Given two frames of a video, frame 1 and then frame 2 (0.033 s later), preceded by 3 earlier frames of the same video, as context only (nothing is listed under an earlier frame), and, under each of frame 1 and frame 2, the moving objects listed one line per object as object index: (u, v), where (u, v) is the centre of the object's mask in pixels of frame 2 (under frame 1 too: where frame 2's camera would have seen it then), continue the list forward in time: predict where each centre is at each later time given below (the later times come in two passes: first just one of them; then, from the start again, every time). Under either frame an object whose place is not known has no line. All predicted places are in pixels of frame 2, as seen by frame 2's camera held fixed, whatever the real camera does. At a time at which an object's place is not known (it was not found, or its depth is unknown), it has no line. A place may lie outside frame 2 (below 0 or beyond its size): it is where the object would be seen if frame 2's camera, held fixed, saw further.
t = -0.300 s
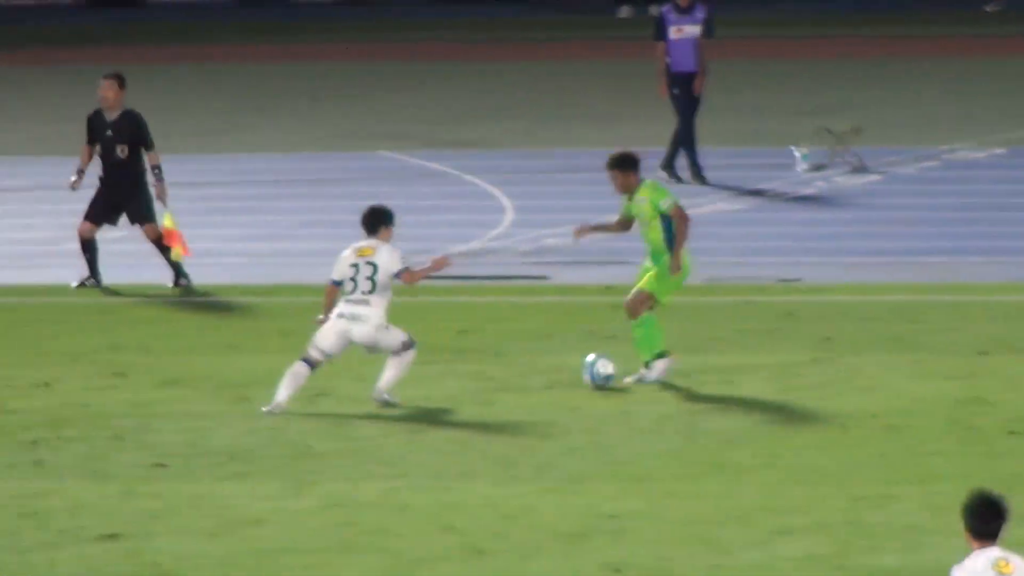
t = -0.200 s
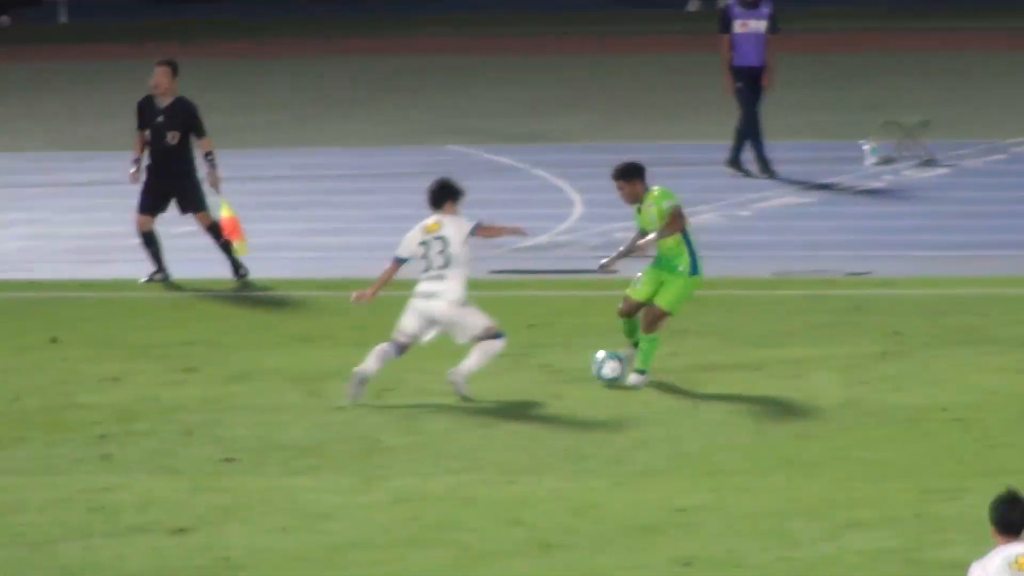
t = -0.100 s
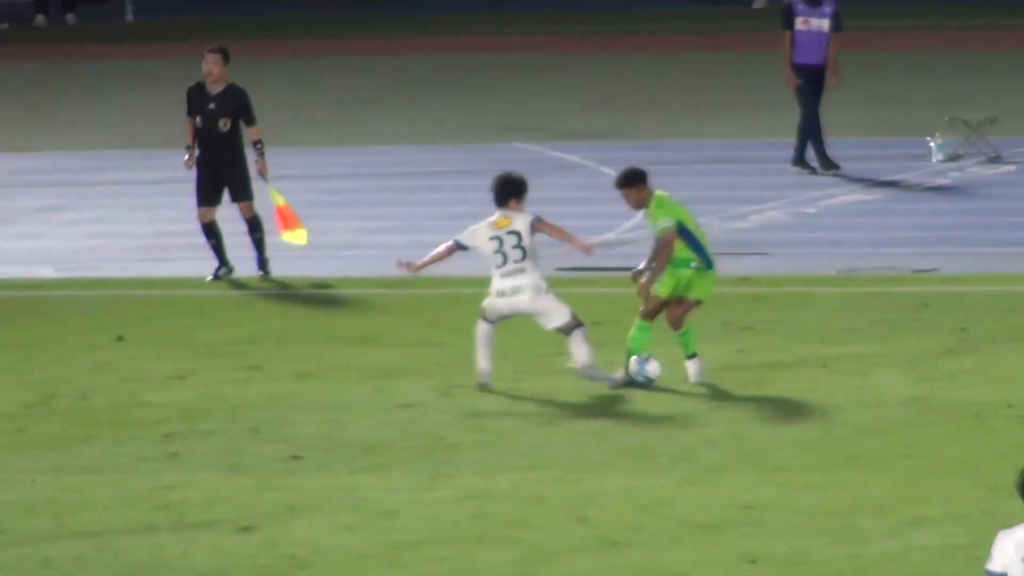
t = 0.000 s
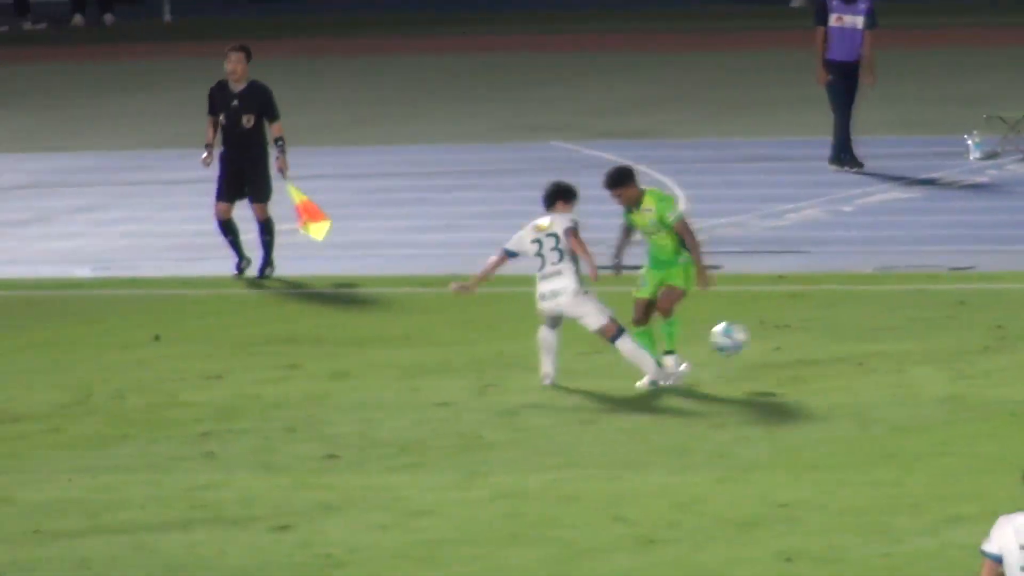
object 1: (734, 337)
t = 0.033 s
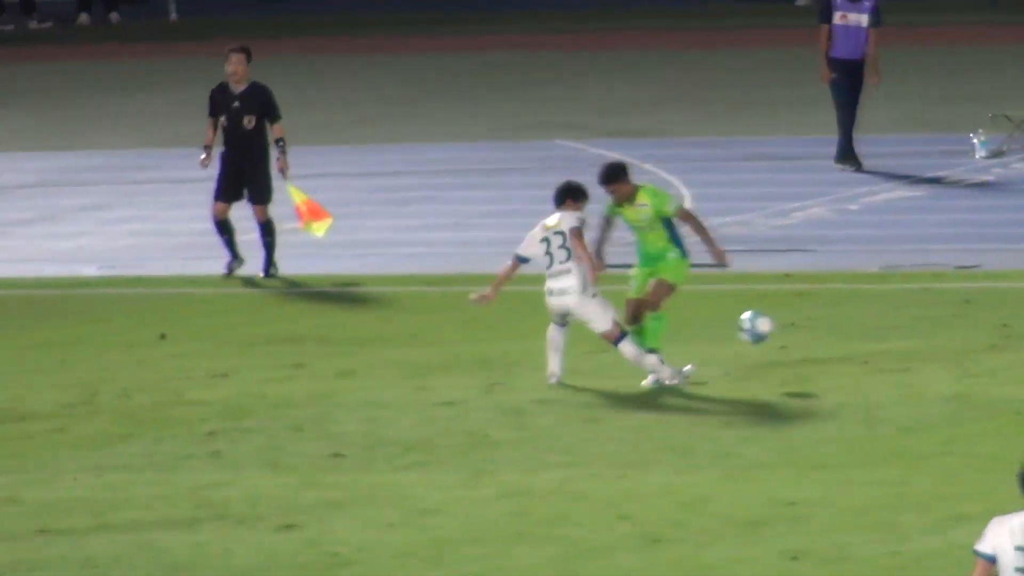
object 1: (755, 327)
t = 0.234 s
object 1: (880, 298)
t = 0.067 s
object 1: (776, 319)
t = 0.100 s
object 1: (797, 311)
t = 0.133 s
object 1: (818, 305)
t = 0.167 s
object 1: (837, 301)
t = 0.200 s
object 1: (859, 299)
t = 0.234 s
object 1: (880, 298)
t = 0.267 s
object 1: (901, 300)
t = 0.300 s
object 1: (921, 302)
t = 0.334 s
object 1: (942, 306)
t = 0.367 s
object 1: (965, 312)
